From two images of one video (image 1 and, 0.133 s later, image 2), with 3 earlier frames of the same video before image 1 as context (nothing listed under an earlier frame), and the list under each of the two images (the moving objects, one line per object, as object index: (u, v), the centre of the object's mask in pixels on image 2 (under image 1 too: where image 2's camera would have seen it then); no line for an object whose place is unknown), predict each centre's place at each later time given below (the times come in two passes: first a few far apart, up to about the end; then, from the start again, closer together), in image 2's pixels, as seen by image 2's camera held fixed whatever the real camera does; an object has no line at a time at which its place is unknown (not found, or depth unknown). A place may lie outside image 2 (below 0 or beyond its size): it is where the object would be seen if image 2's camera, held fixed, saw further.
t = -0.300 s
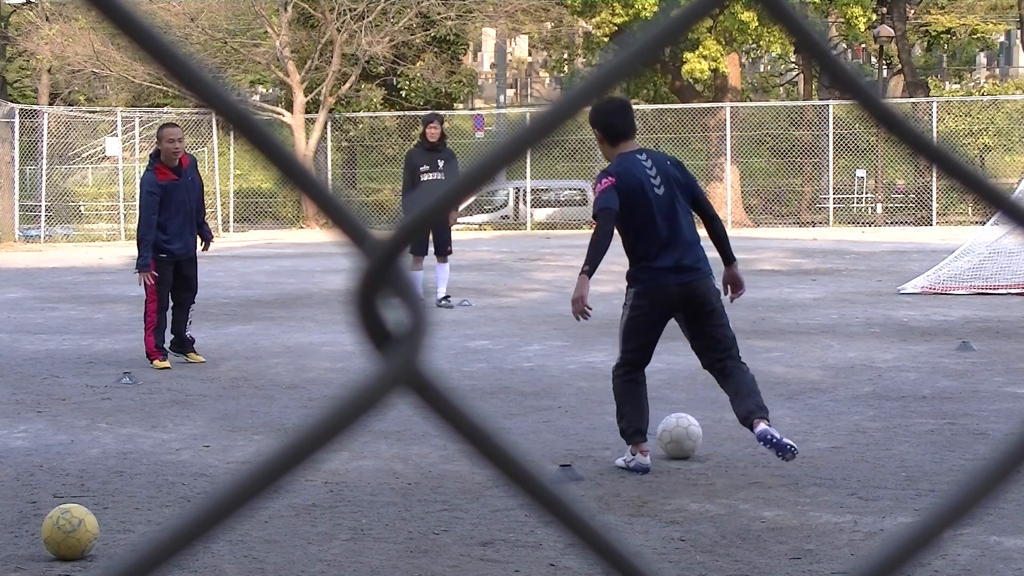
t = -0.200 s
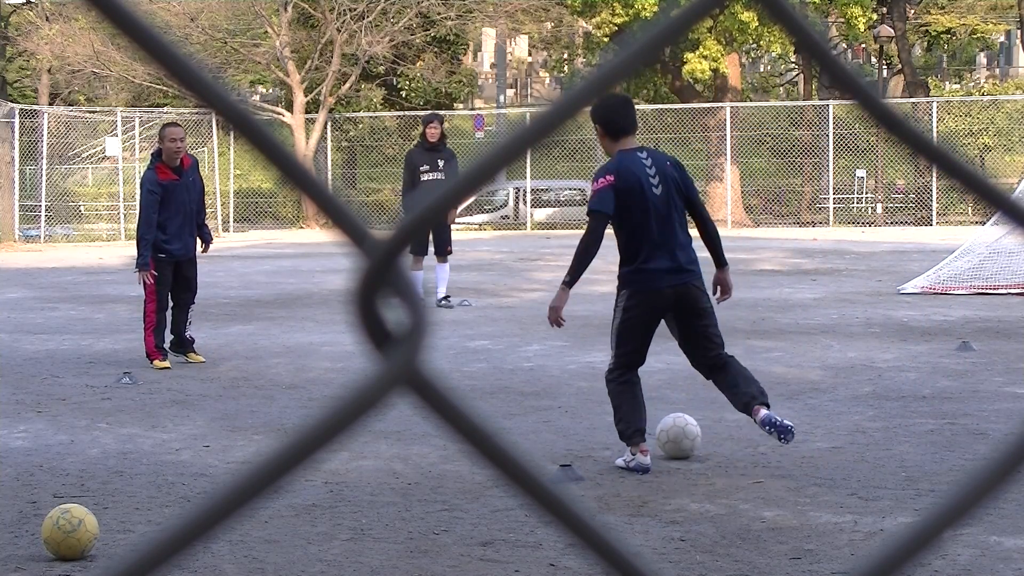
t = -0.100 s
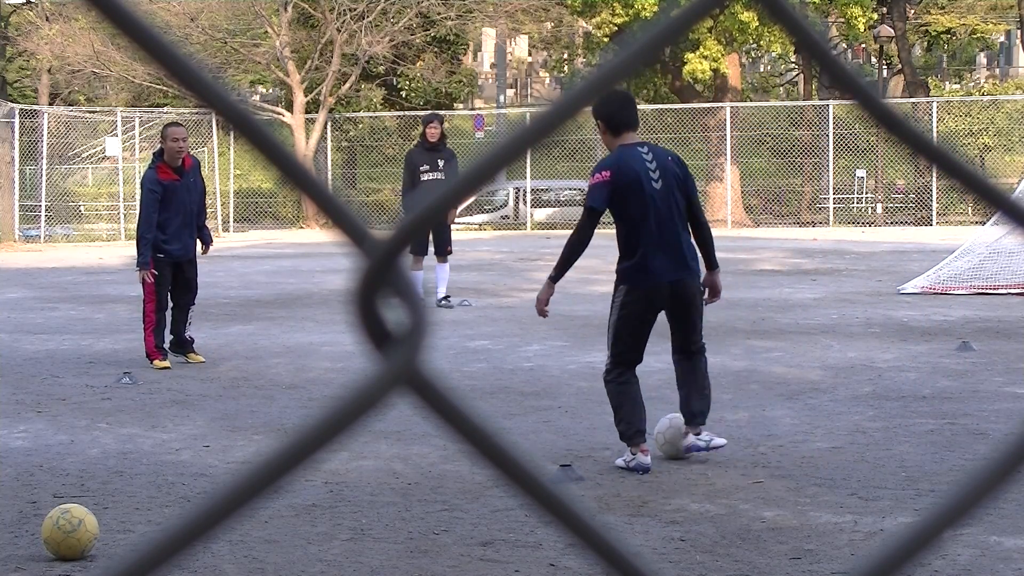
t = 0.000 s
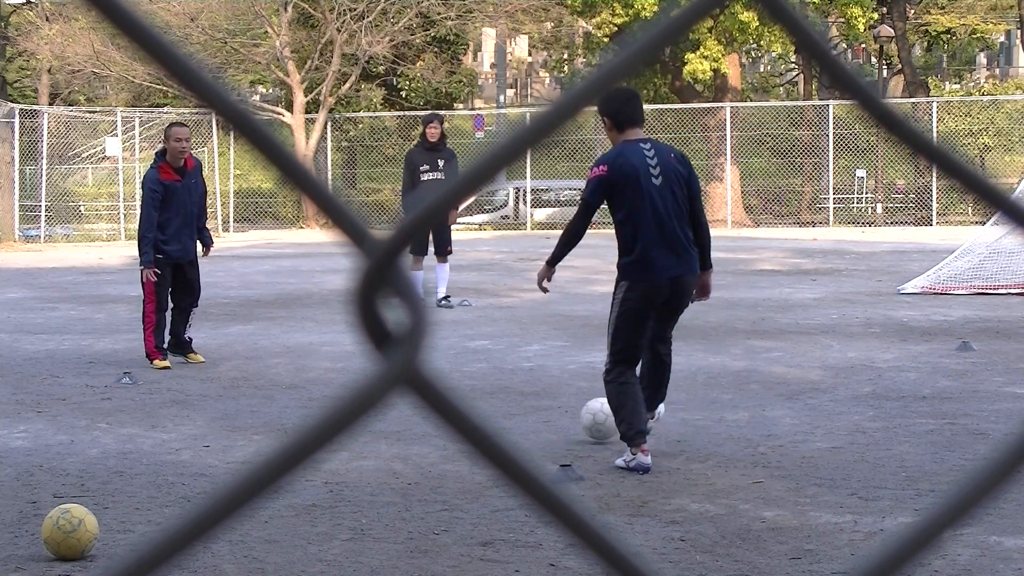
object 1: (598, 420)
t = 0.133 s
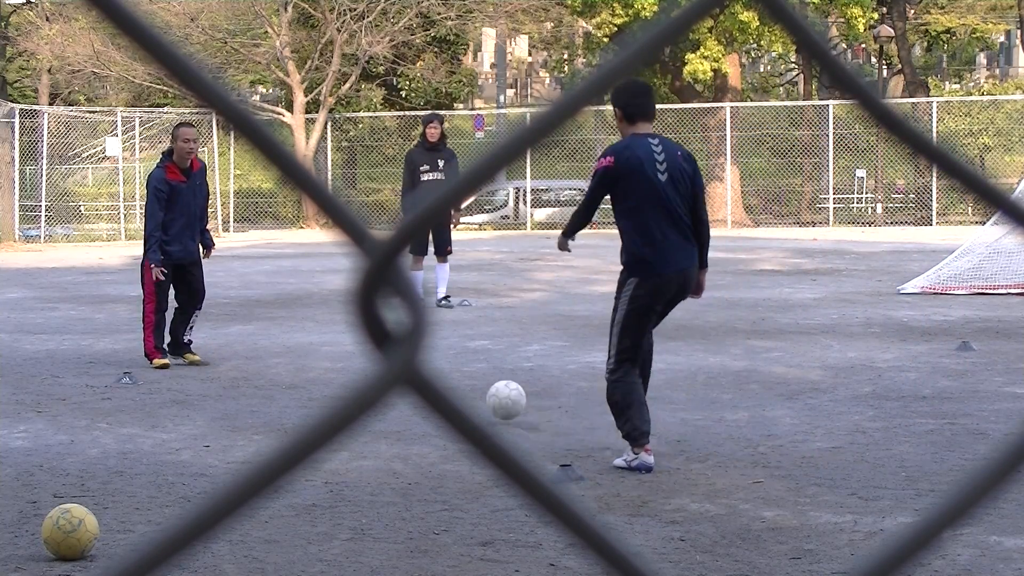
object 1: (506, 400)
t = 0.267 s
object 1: (440, 380)
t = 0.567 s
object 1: (319, 369)
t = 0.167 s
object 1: (486, 396)
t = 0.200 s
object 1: (468, 392)
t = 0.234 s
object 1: (453, 387)
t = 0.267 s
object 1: (440, 380)
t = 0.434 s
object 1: (360, 373)
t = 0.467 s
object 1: (350, 374)
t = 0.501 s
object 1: (340, 373)
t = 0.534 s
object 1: (329, 373)
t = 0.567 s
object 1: (319, 369)
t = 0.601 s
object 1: (308, 367)
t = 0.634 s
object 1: (299, 366)
